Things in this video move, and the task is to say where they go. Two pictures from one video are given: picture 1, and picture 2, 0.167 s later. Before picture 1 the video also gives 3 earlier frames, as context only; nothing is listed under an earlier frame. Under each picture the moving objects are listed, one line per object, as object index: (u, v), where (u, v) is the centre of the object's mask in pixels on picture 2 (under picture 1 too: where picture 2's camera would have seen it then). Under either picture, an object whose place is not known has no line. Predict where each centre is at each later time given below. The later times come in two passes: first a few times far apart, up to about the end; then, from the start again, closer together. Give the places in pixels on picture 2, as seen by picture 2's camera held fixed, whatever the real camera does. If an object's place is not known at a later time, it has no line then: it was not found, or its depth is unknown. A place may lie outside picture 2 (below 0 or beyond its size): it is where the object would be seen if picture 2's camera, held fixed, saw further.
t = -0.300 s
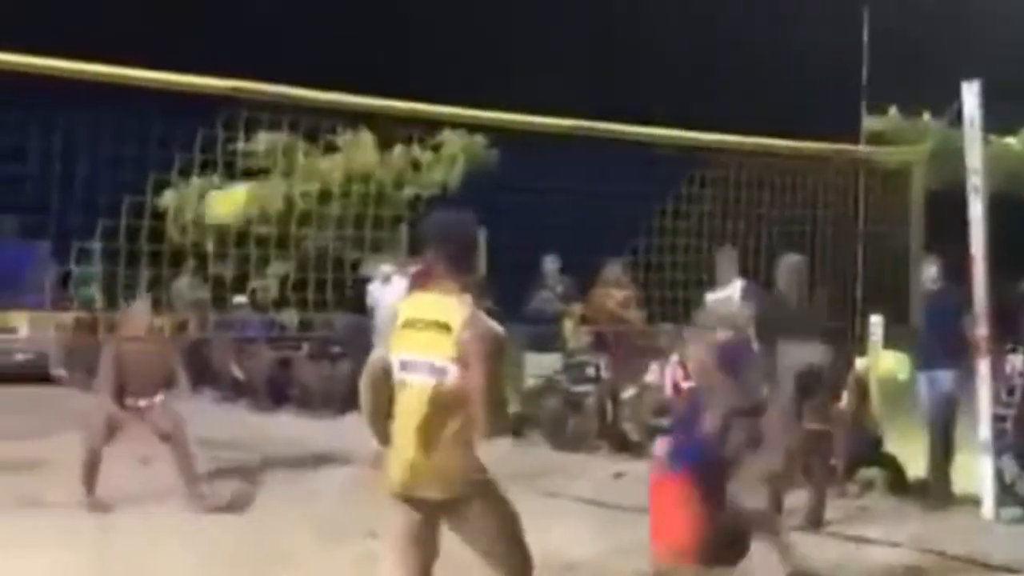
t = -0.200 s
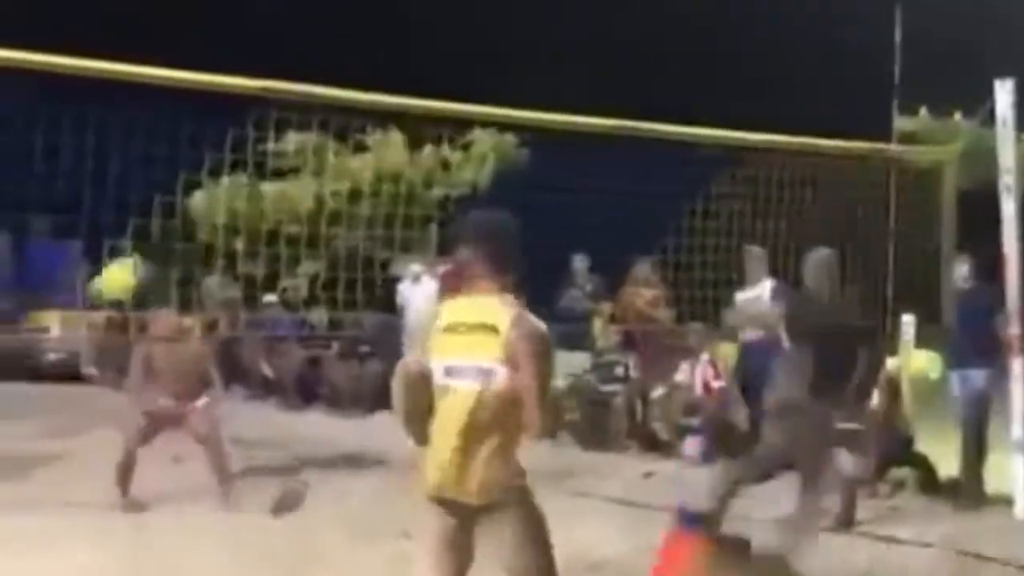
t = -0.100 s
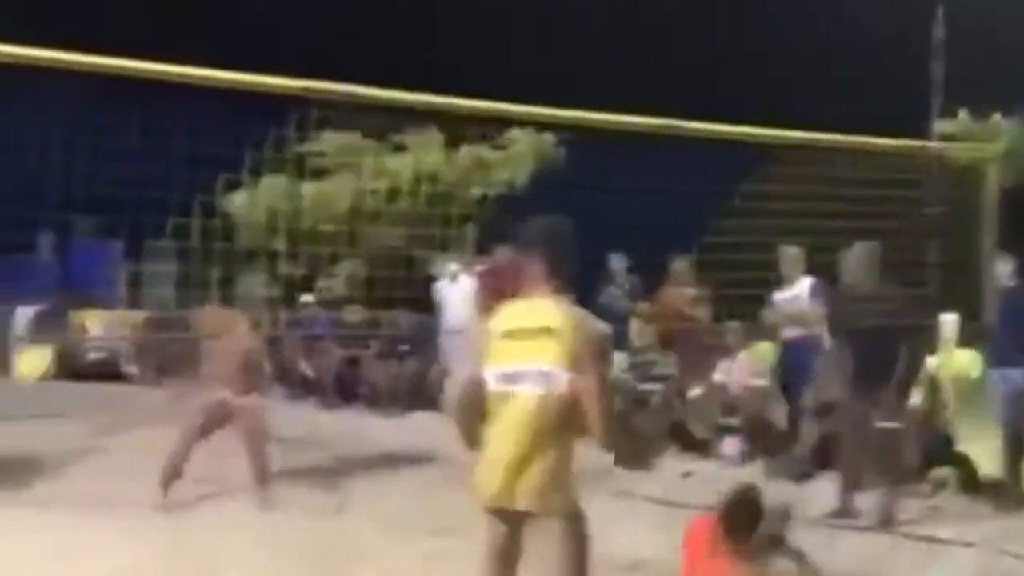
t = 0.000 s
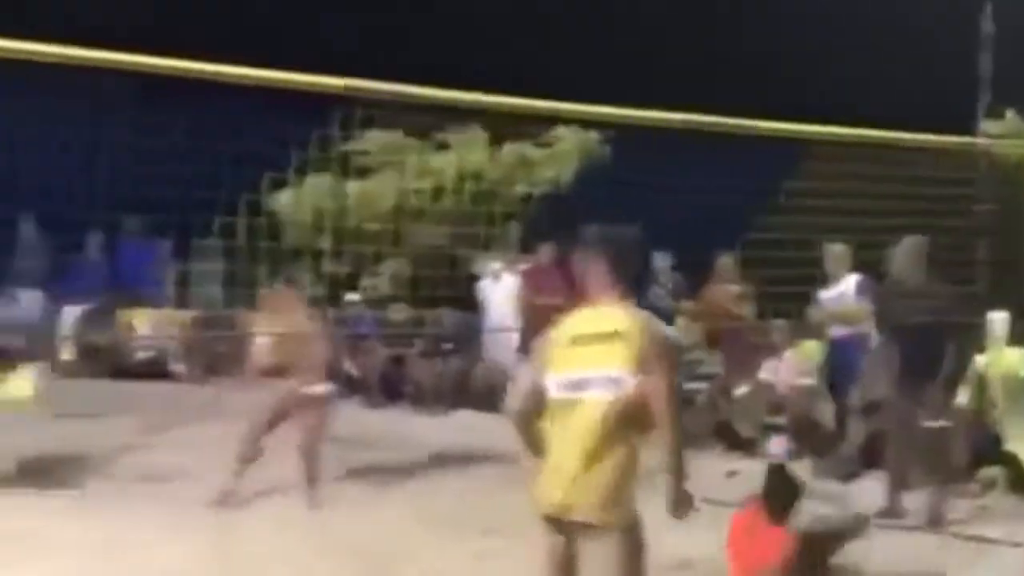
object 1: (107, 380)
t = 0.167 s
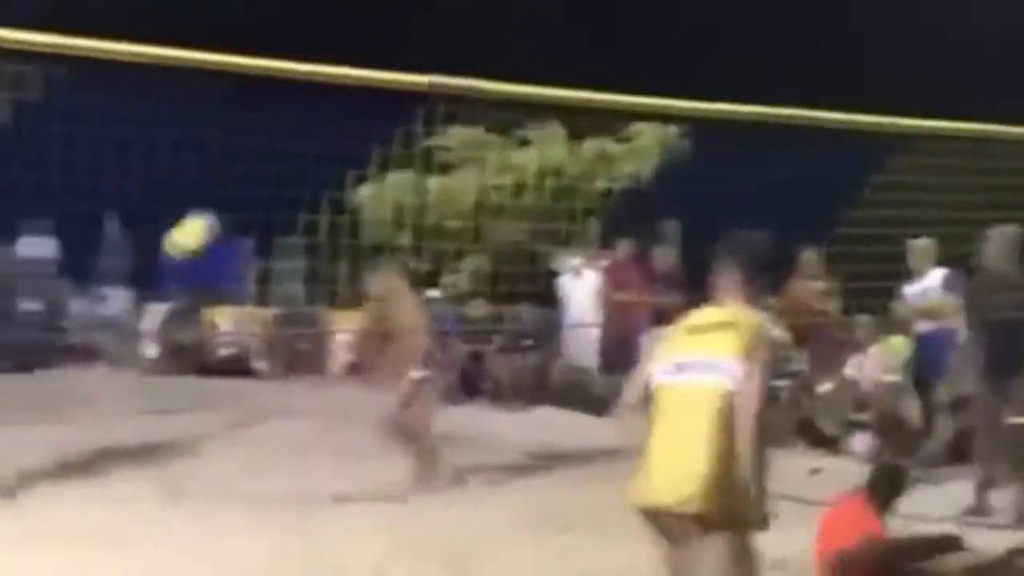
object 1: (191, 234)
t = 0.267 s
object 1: (240, 166)
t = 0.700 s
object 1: (461, 41)
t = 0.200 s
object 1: (207, 209)
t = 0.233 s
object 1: (223, 187)
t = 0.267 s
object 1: (240, 166)
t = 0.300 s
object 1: (256, 146)
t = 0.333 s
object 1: (273, 127)
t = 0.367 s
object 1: (290, 111)
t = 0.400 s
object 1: (306, 97)
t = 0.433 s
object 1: (320, 91)
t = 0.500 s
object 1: (360, 56)
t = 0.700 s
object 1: (461, 41)
